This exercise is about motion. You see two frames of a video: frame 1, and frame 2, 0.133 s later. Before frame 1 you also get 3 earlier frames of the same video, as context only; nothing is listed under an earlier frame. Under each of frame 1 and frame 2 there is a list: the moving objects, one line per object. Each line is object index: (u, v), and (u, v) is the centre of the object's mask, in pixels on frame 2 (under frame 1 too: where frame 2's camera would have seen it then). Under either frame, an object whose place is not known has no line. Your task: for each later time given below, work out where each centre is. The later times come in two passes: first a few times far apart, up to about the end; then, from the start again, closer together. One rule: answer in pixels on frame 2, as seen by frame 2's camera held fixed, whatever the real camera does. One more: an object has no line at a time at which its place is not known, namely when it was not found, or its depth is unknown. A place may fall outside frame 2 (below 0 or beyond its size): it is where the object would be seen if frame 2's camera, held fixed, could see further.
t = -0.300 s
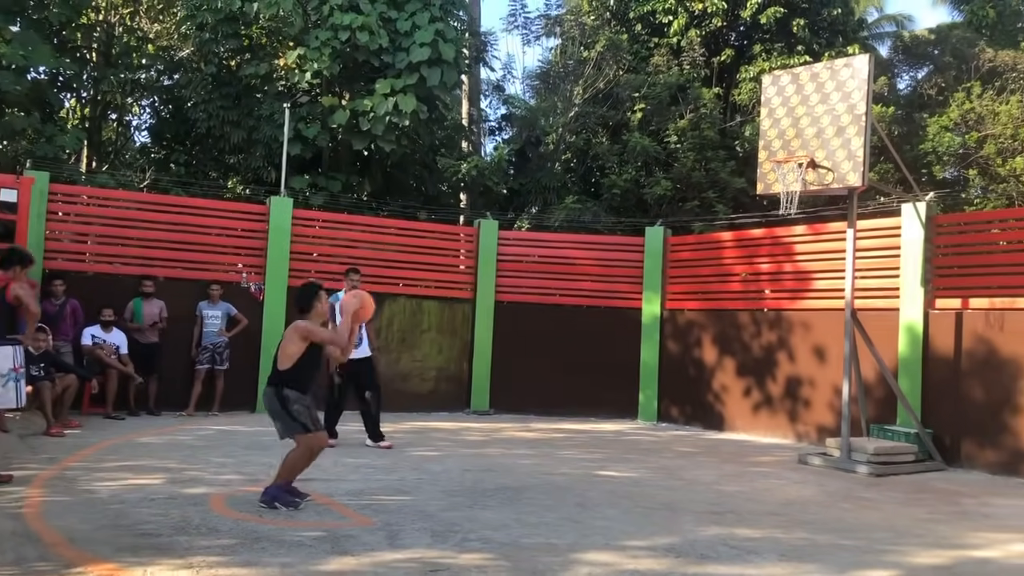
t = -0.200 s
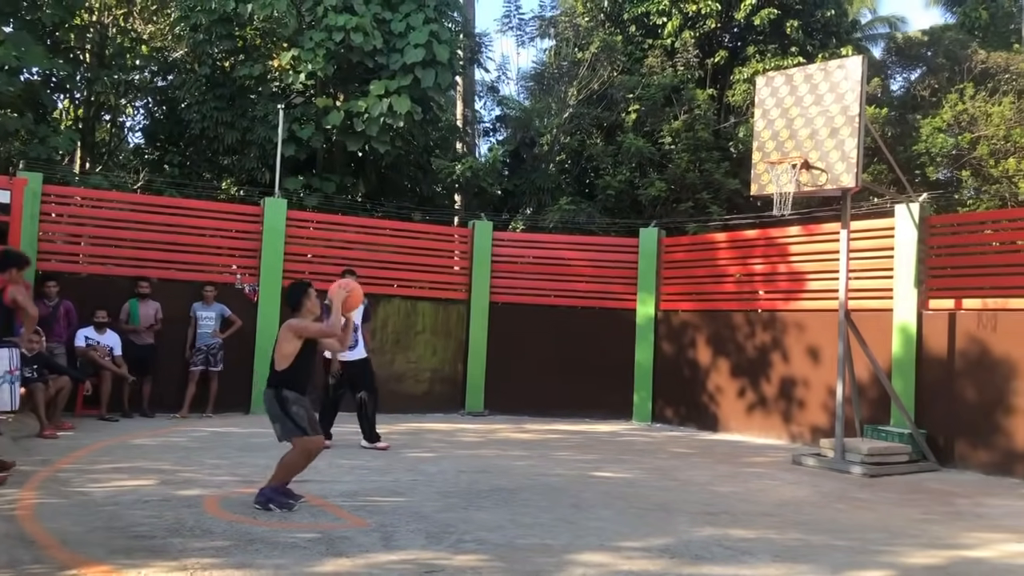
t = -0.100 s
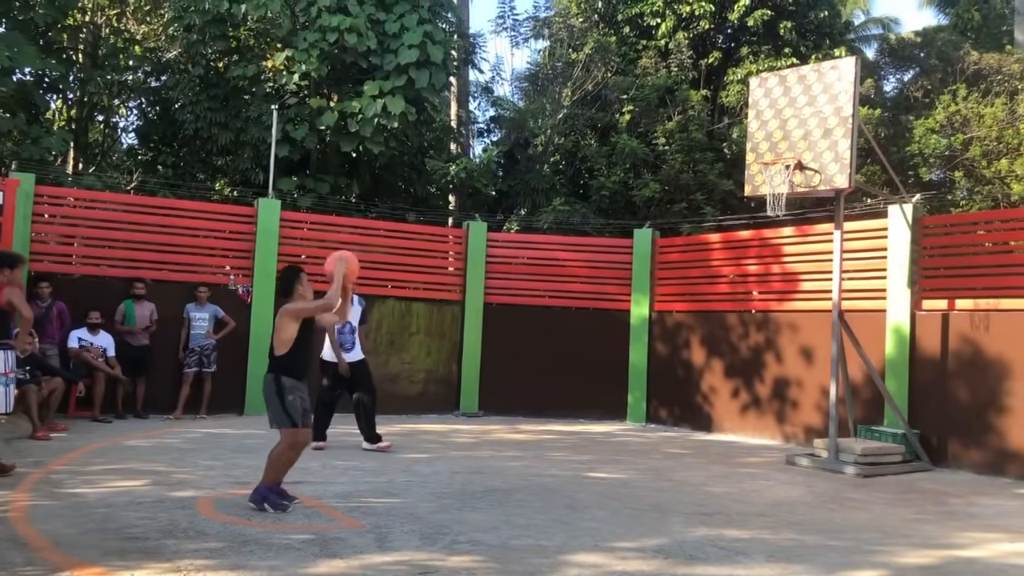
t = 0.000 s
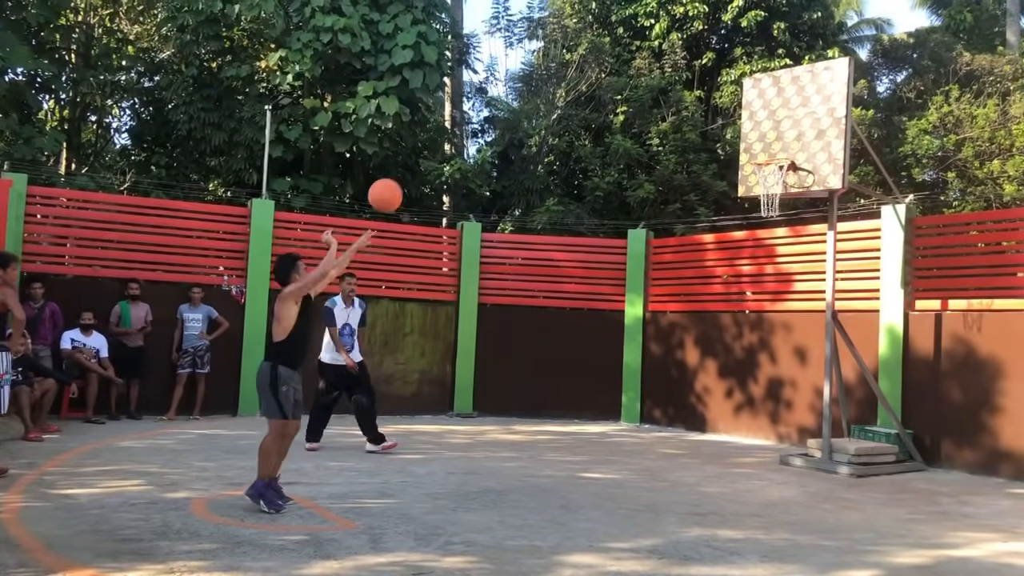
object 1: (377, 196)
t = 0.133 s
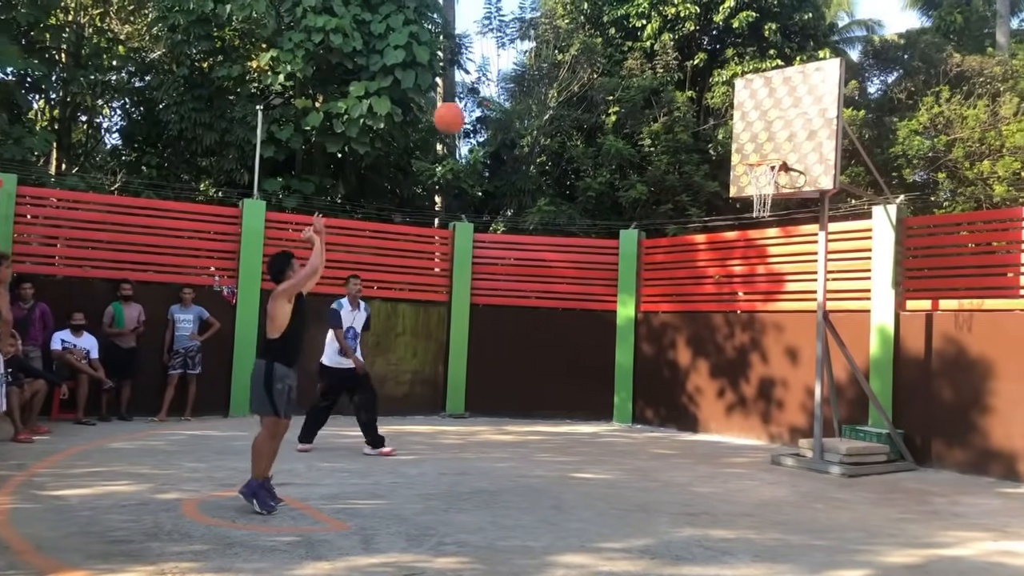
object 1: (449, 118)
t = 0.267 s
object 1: (513, 70)
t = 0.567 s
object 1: (633, 46)
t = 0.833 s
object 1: (722, 105)
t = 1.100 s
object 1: (761, 191)
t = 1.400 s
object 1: (760, 256)
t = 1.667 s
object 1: (760, 387)
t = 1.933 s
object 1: (751, 384)
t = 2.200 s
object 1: (741, 298)
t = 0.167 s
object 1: (465, 103)
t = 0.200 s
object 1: (481, 91)
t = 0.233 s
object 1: (499, 80)
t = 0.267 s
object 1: (513, 70)
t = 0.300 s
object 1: (528, 61)
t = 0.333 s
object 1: (541, 55)
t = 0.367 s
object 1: (555, 49)
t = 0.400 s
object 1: (569, 46)
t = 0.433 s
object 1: (583, 43)
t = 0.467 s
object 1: (596, 42)
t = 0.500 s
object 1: (609, 42)
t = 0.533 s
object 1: (621, 43)
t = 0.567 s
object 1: (633, 46)
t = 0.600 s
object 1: (645, 50)
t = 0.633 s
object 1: (657, 54)
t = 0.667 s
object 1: (668, 60)
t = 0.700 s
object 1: (679, 67)
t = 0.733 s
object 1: (690, 75)
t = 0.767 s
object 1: (700, 84)
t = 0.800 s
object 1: (711, 94)
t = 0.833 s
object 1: (722, 105)
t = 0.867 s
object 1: (733, 117)
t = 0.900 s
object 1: (743, 130)
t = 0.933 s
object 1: (752, 143)
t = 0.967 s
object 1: (762, 158)
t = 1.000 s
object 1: (768, 171)
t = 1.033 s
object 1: (770, 183)
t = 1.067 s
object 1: (766, 190)
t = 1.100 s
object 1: (761, 191)
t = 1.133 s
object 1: (760, 197)
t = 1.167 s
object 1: (761, 200)
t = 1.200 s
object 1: (761, 206)
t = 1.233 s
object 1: (760, 211)
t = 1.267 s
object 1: (760, 217)
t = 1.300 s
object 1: (760, 225)
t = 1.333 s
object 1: (760, 233)
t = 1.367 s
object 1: (760, 243)
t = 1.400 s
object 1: (760, 256)
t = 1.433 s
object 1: (759, 269)
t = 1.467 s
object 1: (759, 281)
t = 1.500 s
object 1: (758, 296)
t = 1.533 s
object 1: (759, 312)
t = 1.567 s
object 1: (760, 328)
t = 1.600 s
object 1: (758, 348)
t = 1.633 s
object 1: (758, 366)
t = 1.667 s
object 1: (760, 387)
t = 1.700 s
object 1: (758, 409)
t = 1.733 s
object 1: (758, 431)
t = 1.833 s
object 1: (756, 436)
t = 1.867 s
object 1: (755, 417)
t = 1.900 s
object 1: (754, 400)
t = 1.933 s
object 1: (751, 384)
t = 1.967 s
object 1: (750, 370)
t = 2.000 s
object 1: (749, 355)
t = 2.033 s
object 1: (748, 343)
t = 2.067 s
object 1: (746, 333)
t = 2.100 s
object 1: (745, 322)
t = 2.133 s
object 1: (743, 312)
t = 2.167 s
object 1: (742, 304)
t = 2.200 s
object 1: (741, 298)
